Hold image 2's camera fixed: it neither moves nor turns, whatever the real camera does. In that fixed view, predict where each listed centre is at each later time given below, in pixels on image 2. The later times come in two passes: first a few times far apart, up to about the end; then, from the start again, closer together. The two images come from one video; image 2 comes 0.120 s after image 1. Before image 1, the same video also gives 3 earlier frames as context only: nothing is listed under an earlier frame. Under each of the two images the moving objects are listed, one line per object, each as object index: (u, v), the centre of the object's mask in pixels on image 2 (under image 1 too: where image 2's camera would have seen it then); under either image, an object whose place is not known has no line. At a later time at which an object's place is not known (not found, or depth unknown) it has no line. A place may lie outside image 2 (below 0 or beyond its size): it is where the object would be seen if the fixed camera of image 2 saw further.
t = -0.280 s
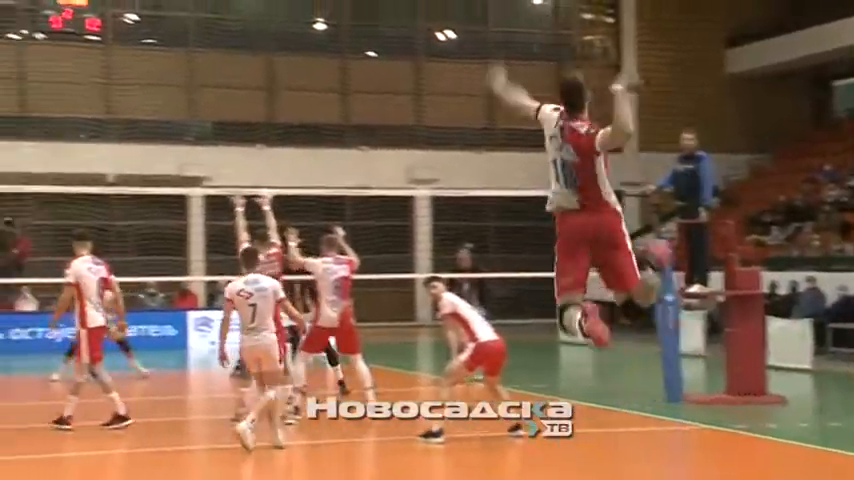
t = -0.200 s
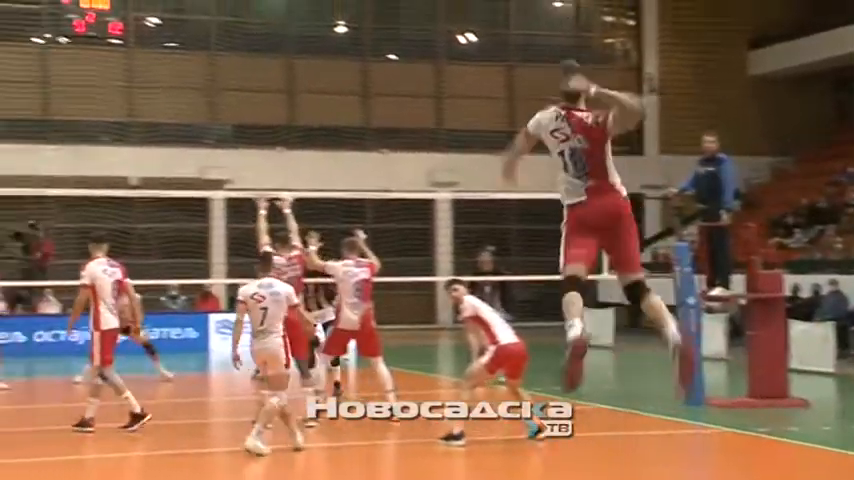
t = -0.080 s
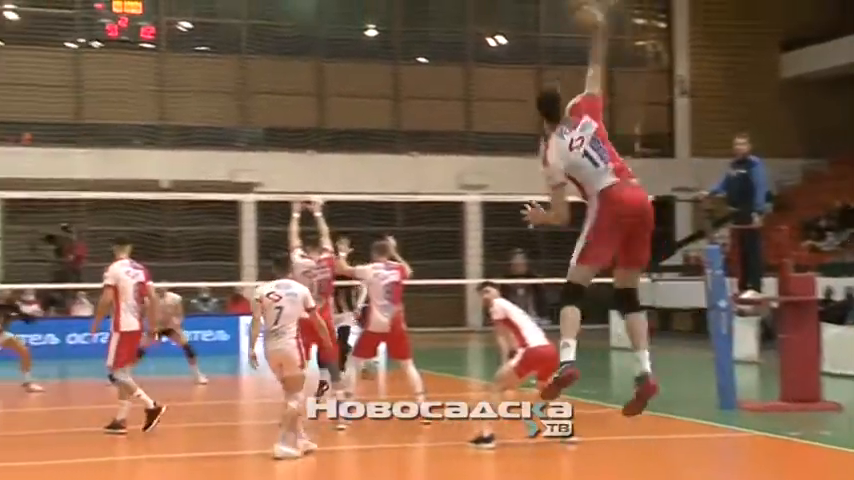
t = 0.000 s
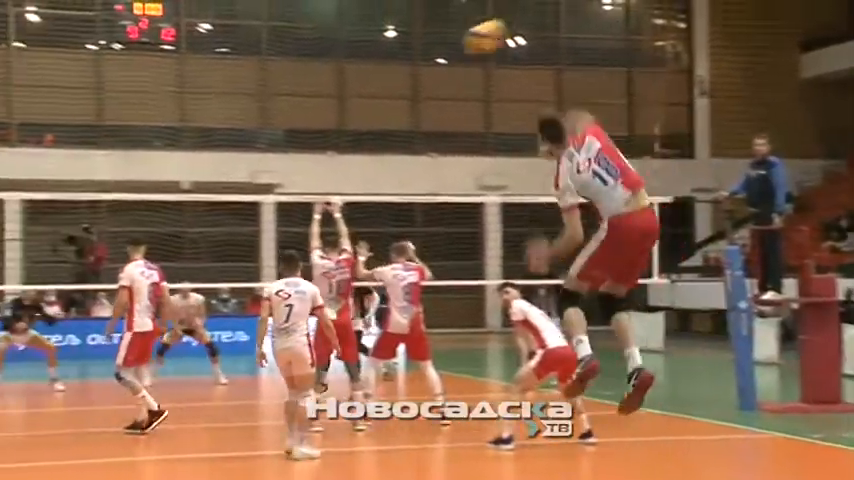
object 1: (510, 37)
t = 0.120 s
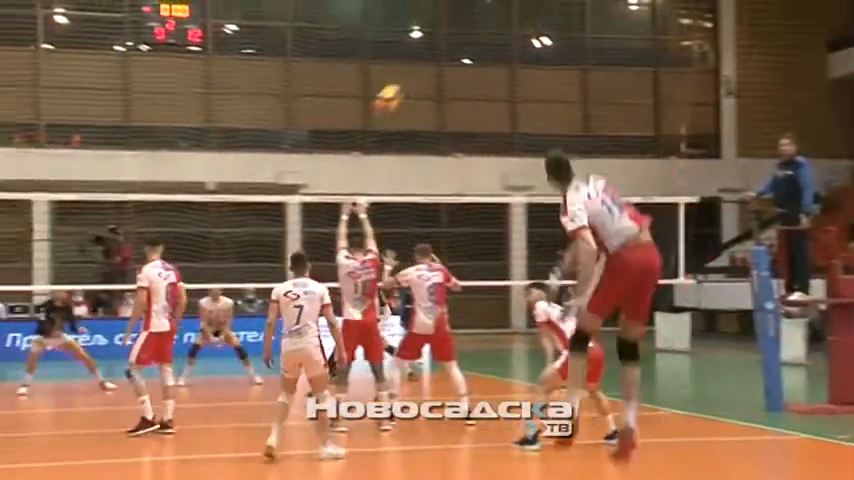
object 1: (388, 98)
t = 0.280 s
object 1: (288, 190)
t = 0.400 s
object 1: (233, 267)
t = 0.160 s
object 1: (359, 122)
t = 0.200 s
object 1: (332, 145)
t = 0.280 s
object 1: (288, 190)
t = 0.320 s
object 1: (267, 219)
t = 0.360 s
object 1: (249, 242)
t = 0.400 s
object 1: (233, 267)
